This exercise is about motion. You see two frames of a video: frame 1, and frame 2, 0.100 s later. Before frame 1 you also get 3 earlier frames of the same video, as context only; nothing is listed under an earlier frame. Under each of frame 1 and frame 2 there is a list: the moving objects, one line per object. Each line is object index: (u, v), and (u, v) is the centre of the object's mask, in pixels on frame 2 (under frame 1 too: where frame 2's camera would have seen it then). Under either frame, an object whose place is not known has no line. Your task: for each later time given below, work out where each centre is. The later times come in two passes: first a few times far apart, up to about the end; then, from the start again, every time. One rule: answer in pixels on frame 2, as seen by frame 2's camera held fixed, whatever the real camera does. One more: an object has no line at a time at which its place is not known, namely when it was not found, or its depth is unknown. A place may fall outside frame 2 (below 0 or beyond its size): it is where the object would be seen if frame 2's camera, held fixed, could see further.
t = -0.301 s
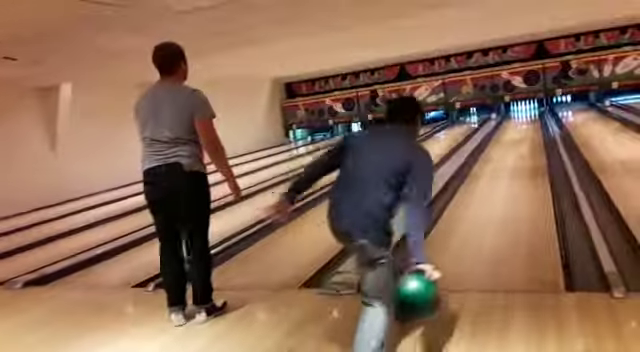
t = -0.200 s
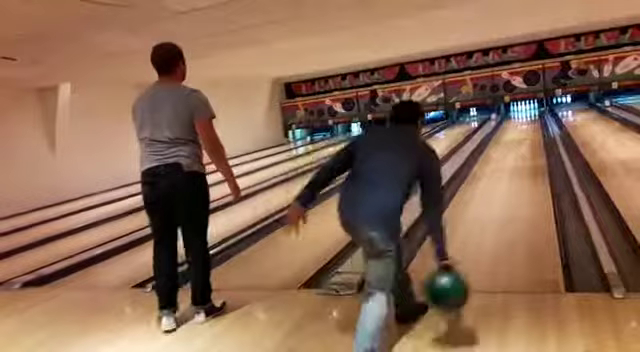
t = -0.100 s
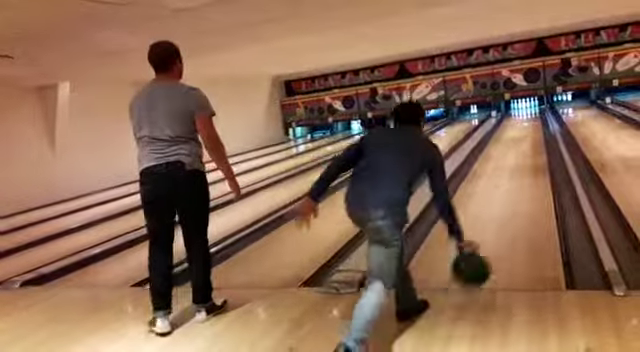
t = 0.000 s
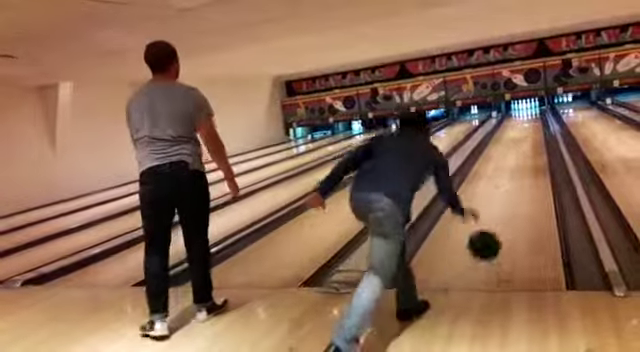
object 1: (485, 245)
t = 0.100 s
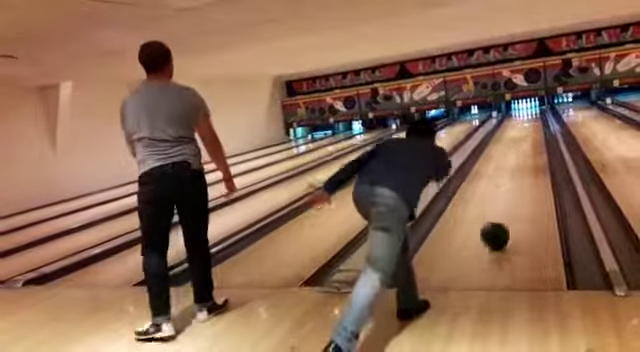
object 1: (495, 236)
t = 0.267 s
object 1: (505, 208)
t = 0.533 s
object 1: (515, 178)
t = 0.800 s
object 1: (520, 160)
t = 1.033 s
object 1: (522, 150)
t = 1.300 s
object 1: (525, 141)
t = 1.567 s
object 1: (525, 135)
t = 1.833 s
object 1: (525, 130)
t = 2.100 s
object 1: (526, 125)
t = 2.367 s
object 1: (524, 123)
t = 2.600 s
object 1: (523, 120)
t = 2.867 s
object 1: (525, 118)
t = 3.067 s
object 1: (524, 122)
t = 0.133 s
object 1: (497, 229)
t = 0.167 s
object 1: (499, 223)
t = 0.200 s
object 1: (501, 217)
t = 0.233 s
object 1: (503, 213)
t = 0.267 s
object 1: (505, 208)
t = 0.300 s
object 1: (506, 203)
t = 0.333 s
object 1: (507, 199)
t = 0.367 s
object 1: (509, 194)
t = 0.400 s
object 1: (510, 191)
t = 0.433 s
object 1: (511, 188)
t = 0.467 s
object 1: (512, 185)
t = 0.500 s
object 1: (514, 181)
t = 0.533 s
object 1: (515, 178)
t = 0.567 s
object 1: (515, 176)
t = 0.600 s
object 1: (516, 173)
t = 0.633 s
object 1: (517, 171)
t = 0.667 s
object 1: (518, 169)
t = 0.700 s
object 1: (518, 166)
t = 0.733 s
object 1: (518, 164)
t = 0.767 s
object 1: (519, 163)
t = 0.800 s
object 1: (520, 160)
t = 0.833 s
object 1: (520, 158)
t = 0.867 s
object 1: (521, 157)
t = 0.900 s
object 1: (522, 156)
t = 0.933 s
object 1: (521, 154)
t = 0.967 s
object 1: (522, 153)
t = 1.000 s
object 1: (522, 151)
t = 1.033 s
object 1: (522, 150)
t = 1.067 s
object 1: (522, 150)
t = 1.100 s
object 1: (523, 148)
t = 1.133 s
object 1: (523, 148)
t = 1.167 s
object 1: (524, 145)
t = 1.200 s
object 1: (524, 144)
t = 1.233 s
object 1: (524, 143)
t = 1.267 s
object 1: (525, 142)
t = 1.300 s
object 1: (525, 141)
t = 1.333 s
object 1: (525, 140)
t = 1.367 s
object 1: (525, 139)
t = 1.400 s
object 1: (525, 138)
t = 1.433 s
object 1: (525, 137)
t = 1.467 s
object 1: (525, 137)
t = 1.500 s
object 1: (525, 136)
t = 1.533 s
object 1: (525, 136)
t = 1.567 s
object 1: (525, 135)
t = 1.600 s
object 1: (525, 135)
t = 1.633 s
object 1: (525, 134)
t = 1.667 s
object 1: (525, 133)
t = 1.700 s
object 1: (525, 132)
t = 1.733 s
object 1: (525, 132)
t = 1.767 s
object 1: (525, 131)
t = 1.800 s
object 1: (525, 131)
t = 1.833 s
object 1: (525, 130)
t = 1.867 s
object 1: (526, 129)
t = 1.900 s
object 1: (526, 129)
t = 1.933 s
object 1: (526, 128)
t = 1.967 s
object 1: (526, 127)
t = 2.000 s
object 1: (526, 127)
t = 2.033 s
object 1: (526, 127)
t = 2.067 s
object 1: (526, 126)
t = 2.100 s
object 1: (526, 125)
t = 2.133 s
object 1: (525, 125)
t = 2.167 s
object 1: (526, 125)
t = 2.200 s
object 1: (526, 124)
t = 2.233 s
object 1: (526, 124)
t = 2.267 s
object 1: (526, 124)
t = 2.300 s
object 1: (525, 124)
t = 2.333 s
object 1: (525, 123)
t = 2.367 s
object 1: (524, 123)
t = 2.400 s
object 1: (524, 123)
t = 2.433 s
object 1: (524, 123)
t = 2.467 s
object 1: (524, 122)
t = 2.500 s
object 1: (524, 121)
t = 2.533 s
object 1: (523, 121)
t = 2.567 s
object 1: (523, 121)
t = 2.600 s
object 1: (523, 120)
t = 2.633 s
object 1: (524, 120)
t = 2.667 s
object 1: (524, 121)
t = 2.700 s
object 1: (525, 120)
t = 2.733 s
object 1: (525, 120)
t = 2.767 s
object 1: (525, 119)
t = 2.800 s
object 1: (525, 119)
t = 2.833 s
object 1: (525, 119)
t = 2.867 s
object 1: (525, 118)
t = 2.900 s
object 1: (525, 119)
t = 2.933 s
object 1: (525, 119)
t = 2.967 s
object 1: (525, 119)
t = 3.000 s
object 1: (524, 119)
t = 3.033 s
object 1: (525, 119)
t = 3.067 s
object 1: (524, 122)
